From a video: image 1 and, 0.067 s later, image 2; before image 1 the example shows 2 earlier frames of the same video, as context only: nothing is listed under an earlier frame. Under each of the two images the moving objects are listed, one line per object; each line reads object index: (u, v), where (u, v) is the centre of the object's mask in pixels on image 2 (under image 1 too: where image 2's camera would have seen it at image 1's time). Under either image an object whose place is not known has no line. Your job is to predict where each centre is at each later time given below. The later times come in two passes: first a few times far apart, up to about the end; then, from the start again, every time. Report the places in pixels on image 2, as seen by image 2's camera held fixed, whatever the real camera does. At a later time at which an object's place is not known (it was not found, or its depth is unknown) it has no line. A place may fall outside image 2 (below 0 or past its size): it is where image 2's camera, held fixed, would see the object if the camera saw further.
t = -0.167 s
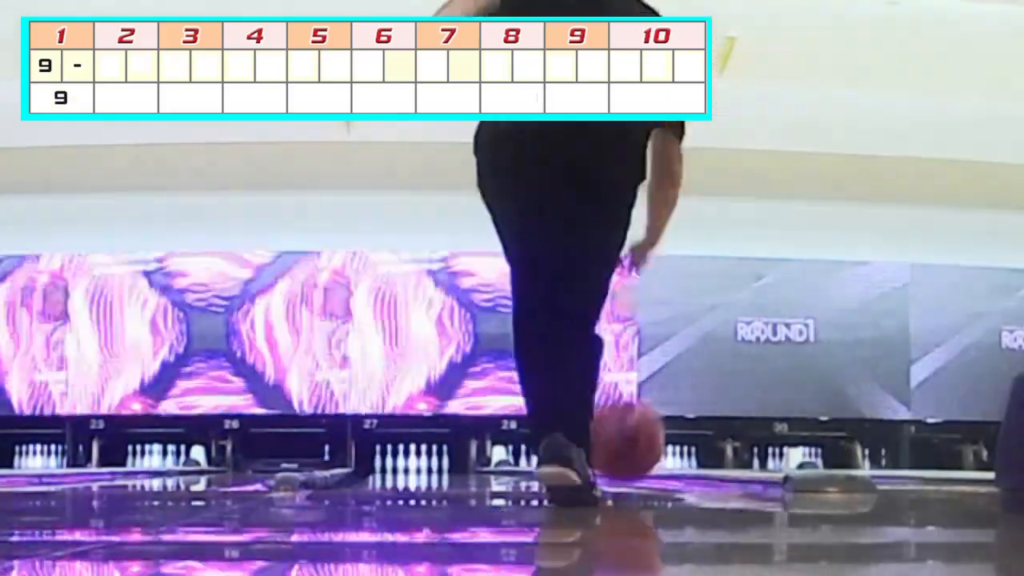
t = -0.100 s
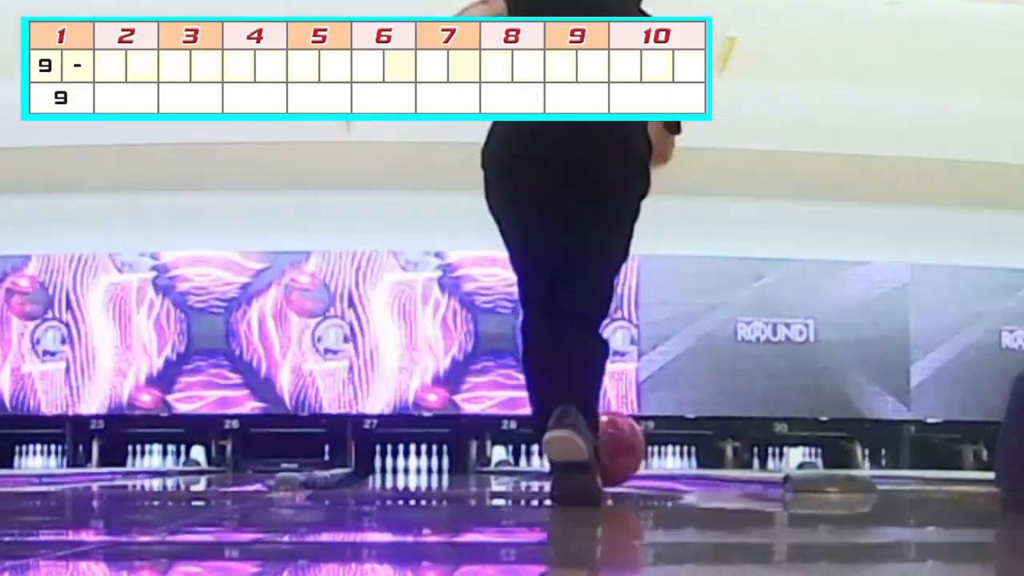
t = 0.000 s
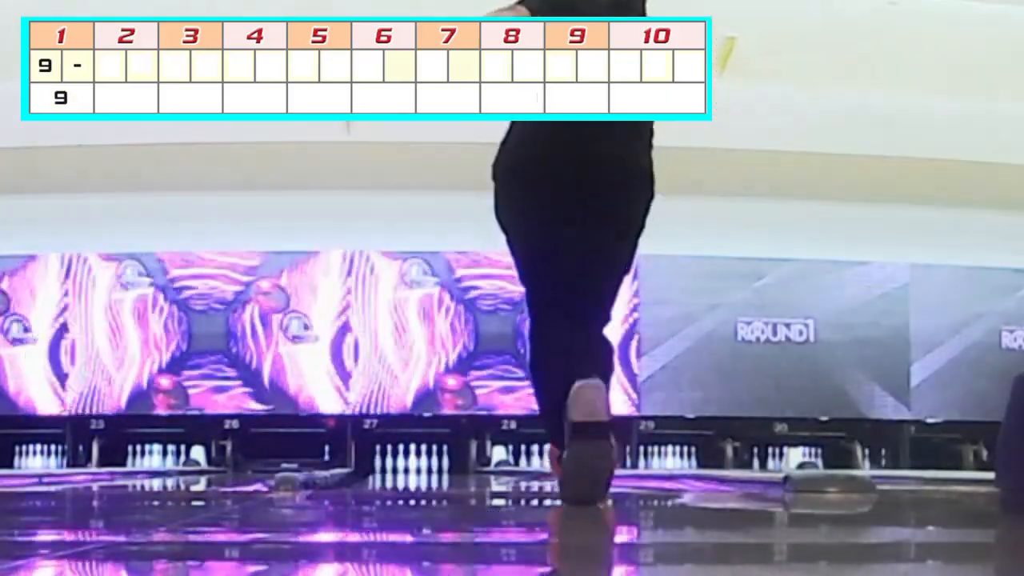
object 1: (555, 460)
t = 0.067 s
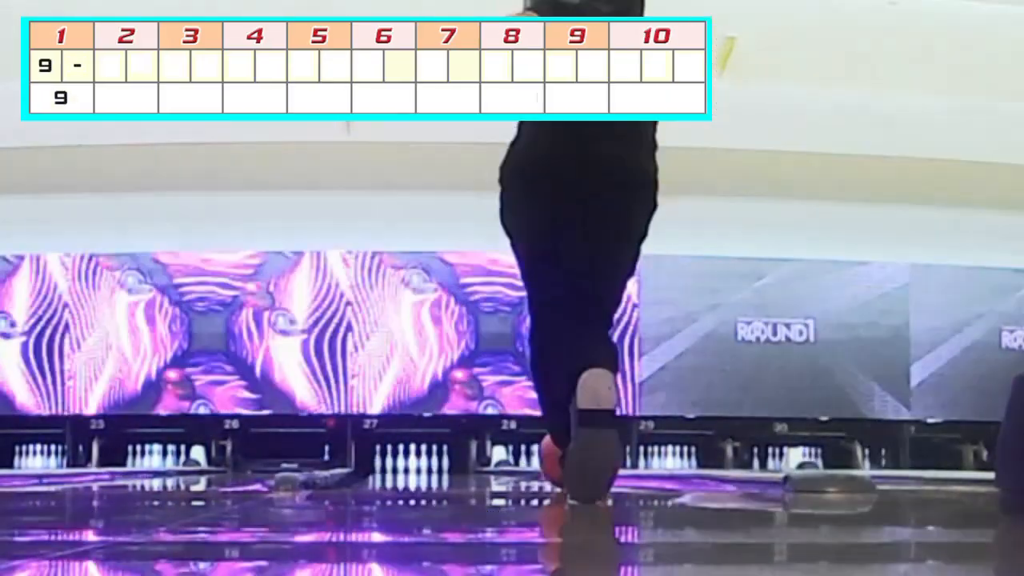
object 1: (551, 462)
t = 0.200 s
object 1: (543, 460)
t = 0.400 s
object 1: (525, 459)
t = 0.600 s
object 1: (506, 459)
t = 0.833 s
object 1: (491, 460)
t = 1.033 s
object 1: (480, 461)
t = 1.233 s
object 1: (471, 461)
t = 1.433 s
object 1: (463, 462)
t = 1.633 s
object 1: (457, 463)
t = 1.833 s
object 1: (451, 463)
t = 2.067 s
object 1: (444, 463)
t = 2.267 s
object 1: (439, 462)
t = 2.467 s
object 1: (434, 464)
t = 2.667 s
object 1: (429, 464)
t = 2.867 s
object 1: (424, 465)
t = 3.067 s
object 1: (418, 465)
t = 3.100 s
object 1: (417, 465)
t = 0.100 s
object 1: (548, 461)
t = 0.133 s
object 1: (547, 461)
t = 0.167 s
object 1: (545, 460)
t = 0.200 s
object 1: (543, 460)
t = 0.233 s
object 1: (540, 459)
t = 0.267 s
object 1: (539, 458)
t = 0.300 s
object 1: (536, 458)
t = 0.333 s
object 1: (531, 458)
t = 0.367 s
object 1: (529, 458)
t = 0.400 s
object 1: (525, 459)
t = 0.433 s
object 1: (521, 459)
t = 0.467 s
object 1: (520, 459)
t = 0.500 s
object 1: (515, 459)
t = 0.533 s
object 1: (512, 460)
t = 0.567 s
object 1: (510, 459)
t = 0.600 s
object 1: (506, 459)
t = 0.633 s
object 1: (504, 460)
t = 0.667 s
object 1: (502, 460)
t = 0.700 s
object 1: (501, 460)
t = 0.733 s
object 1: (498, 460)
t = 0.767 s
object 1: (495, 460)
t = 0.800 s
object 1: (494, 460)
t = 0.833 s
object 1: (491, 460)
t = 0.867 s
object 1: (488, 461)
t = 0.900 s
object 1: (487, 461)
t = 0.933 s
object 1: (485, 461)
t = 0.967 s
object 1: (483, 461)
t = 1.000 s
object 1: (482, 461)
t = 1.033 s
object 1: (480, 461)
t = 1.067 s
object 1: (478, 462)
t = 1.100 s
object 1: (477, 462)
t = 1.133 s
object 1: (475, 462)
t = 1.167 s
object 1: (474, 462)
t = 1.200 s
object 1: (472, 461)
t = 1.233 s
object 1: (471, 461)
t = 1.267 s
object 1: (469, 462)
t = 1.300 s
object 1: (468, 462)
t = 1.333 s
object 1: (467, 462)
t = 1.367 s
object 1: (466, 462)
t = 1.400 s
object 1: (465, 462)
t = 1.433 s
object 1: (463, 462)
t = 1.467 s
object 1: (462, 462)
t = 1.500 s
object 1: (461, 462)
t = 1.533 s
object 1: (460, 462)
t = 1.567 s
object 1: (459, 463)
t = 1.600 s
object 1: (459, 463)
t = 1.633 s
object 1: (457, 463)
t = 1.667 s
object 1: (455, 463)
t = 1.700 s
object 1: (455, 463)
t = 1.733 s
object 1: (453, 463)
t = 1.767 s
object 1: (452, 463)
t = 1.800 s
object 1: (452, 463)
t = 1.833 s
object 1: (451, 463)
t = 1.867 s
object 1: (449, 462)
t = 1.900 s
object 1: (449, 462)
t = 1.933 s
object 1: (447, 463)
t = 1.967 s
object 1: (446, 462)
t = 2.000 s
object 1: (446, 462)
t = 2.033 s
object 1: (445, 463)
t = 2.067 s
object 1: (444, 463)
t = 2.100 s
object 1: (443, 462)
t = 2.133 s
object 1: (442, 462)
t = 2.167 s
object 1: (441, 462)
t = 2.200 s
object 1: (441, 463)
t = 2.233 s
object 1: (440, 463)
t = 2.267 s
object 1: (439, 462)
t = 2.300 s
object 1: (439, 463)
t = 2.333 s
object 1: (438, 463)
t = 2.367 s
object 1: (437, 463)
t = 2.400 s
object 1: (437, 463)
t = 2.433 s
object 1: (435, 464)
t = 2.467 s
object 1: (434, 464)
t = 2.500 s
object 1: (434, 464)
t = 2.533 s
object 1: (434, 464)
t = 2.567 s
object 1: (432, 464)
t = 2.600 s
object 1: (431, 464)
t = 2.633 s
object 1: (430, 464)
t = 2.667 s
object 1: (429, 464)
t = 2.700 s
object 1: (429, 464)
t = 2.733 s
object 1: (427, 464)
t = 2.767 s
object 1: (426, 464)
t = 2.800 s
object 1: (426, 464)
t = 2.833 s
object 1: (425, 465)
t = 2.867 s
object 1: (424, 465)
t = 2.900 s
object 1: (424, 465)
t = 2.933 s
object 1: (423, 465)
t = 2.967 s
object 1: (421, 465)
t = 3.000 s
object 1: (421, 465)
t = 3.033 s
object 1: (419, 465)
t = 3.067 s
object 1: (418, 465)
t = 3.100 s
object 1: (417, 465)
